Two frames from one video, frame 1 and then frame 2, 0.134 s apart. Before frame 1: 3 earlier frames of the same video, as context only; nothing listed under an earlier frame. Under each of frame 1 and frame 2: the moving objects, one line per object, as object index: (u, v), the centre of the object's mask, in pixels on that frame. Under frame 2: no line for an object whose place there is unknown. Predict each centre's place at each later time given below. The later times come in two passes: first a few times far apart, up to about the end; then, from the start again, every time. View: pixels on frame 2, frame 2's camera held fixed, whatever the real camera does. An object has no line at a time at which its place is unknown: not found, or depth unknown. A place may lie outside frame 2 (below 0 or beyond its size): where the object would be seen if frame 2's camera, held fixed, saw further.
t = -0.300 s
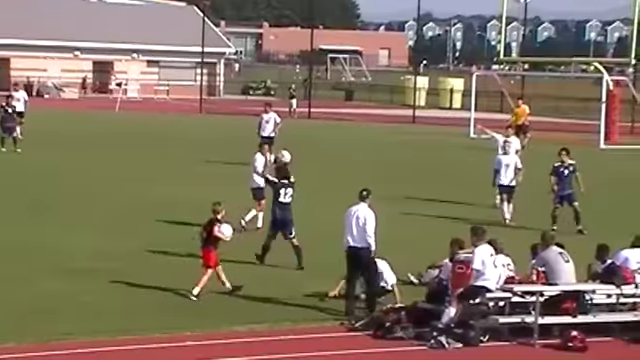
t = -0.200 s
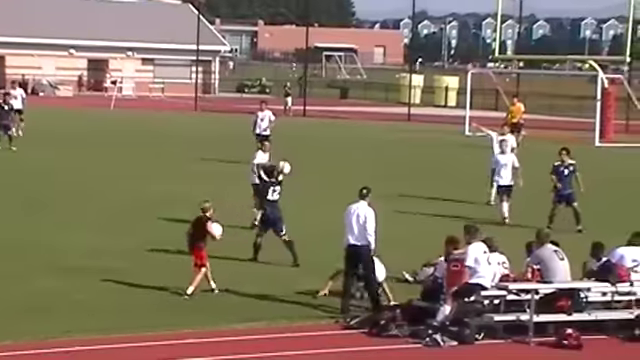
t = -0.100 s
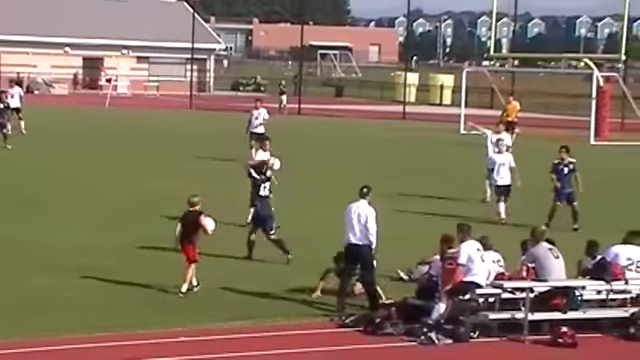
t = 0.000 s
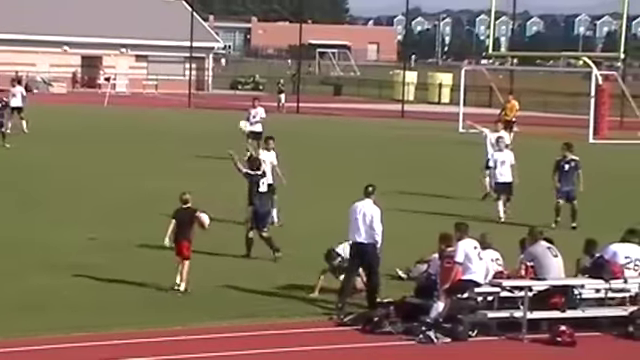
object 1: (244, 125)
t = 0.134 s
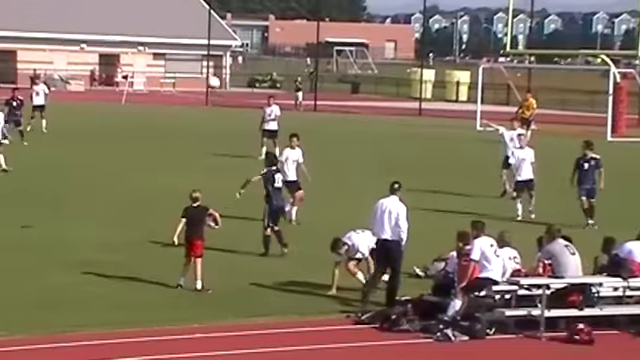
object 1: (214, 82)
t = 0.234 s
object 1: (179, 58)
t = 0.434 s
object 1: (111, 34)
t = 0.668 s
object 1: (34, 34)
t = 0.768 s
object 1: (3, 44)
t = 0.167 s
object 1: (201, 73)
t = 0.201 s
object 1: (190, 65)
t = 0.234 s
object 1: (179, 58)
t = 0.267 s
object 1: (167, 52)
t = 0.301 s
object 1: (156, 46)
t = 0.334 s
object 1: (144, 44)
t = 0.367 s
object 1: (133, 38)
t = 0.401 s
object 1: (122, 35)
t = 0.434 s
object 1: (111, 34)
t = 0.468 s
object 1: (99, 31)
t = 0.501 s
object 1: (89, 30)
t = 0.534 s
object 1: (78, 29)
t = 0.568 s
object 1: (67, 29)
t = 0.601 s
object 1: (56, 30)
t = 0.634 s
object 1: (45, 31)
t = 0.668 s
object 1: (34, 34)
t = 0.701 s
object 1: (23, 36)
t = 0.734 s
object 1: (14, 39)
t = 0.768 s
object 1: (3, 44)
